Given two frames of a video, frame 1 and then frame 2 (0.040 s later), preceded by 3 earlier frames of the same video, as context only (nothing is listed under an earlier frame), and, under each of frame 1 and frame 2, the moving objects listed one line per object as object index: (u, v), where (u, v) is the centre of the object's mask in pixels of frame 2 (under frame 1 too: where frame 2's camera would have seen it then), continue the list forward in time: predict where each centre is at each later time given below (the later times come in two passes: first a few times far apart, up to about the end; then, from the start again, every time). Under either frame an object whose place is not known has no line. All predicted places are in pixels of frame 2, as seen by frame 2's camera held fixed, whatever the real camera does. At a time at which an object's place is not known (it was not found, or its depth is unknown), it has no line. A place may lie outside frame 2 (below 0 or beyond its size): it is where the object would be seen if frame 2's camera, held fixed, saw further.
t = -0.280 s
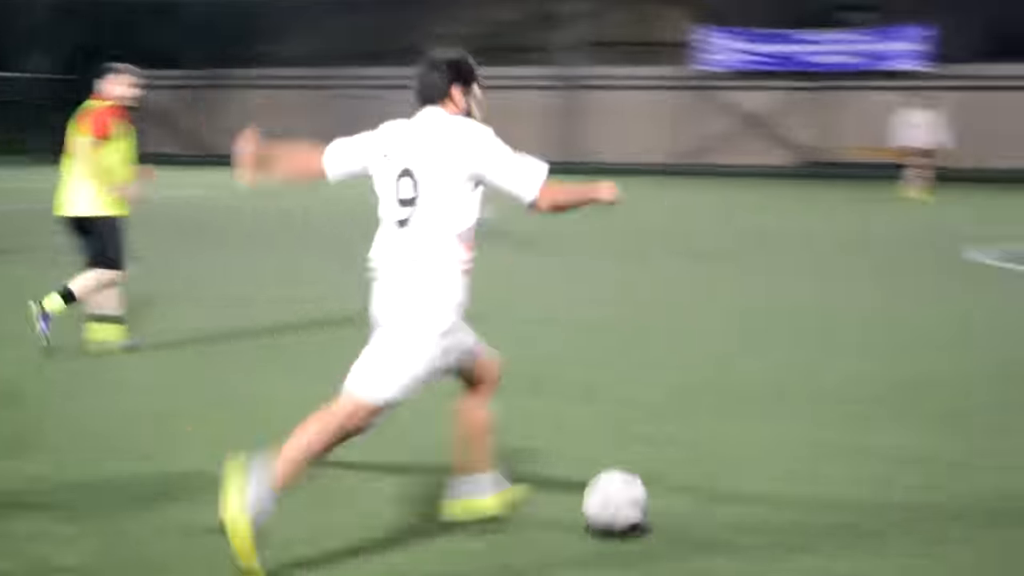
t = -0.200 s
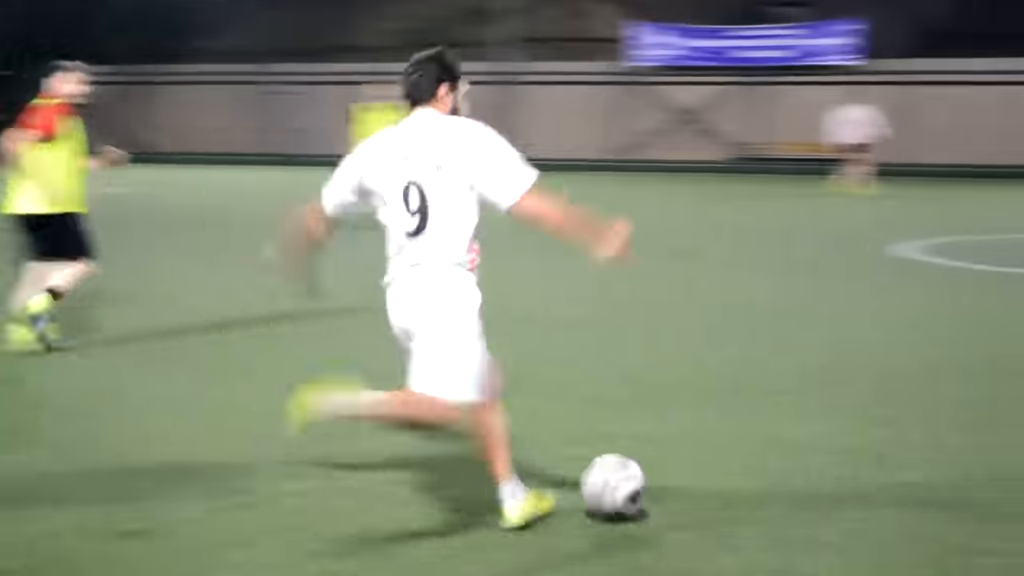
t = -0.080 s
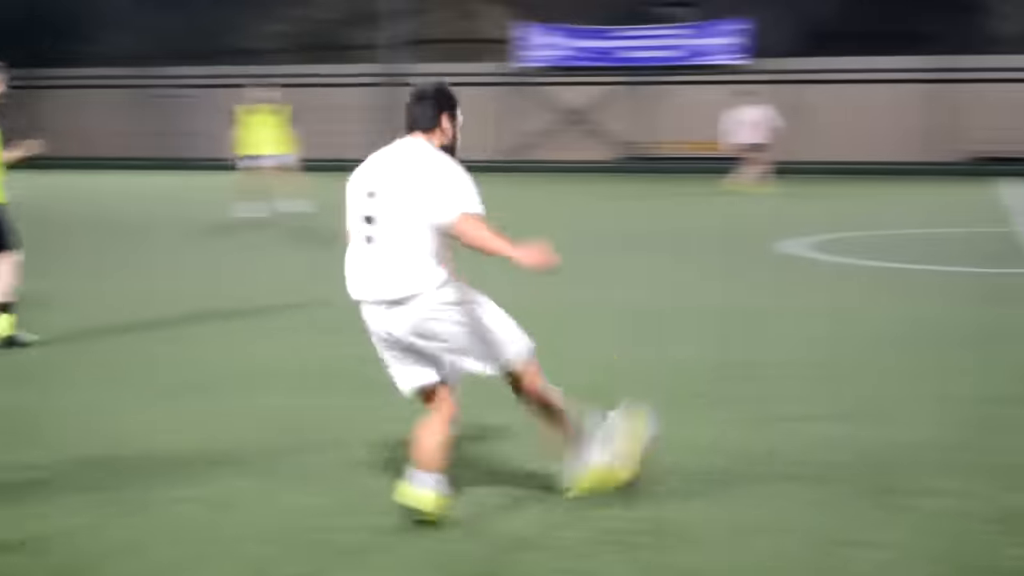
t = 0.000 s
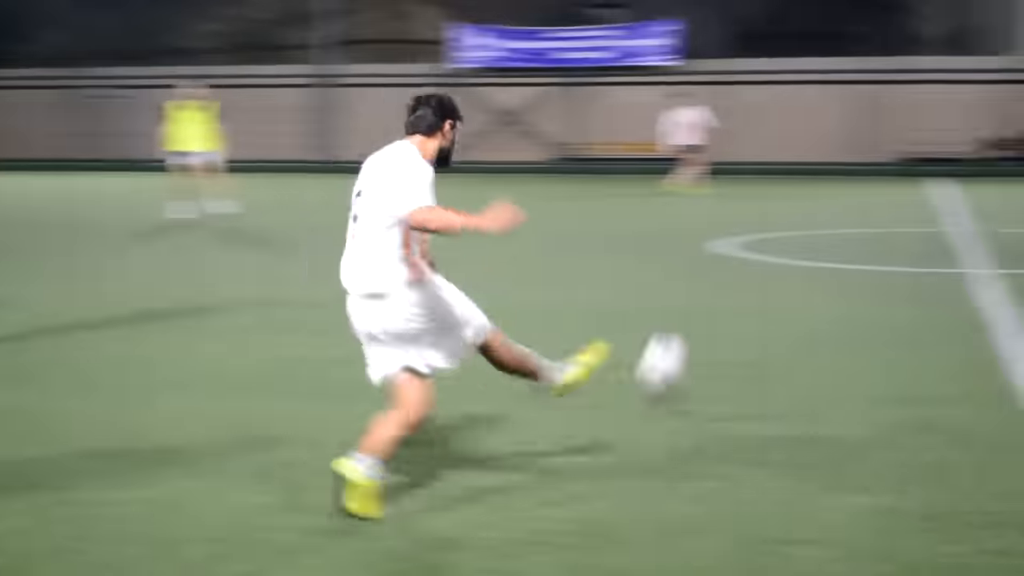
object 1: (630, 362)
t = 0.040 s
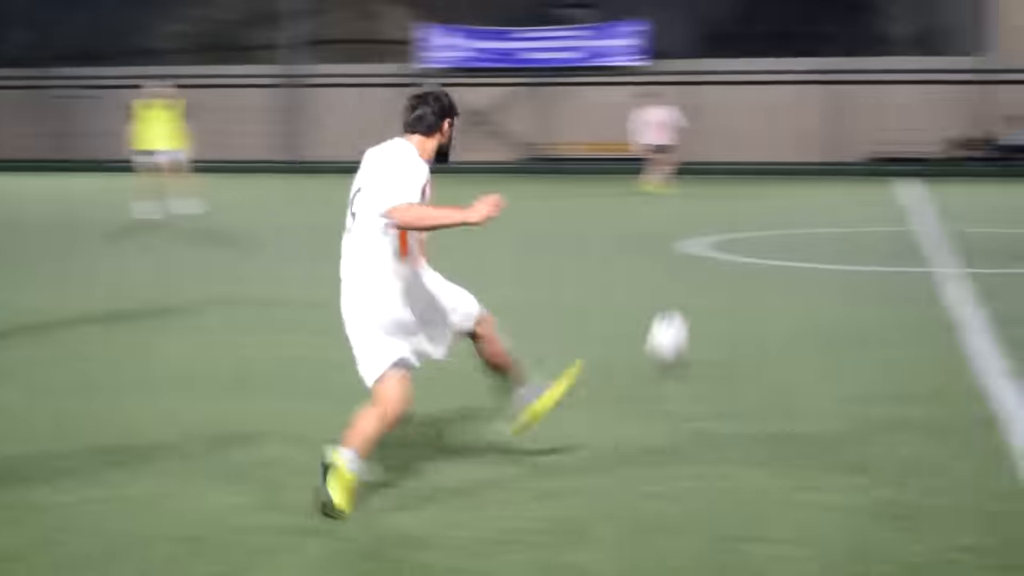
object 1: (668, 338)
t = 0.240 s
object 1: (760, 263)
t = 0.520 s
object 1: (793, 219)
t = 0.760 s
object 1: (800, 211)
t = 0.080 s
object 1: (697, 321)
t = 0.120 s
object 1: (720, 311)
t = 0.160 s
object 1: (735, 296)
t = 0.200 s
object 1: (749, 275)
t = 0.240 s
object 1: (760, 263)
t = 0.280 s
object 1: (767, 253)
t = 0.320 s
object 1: (773, 249)
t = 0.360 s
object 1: (779, 246)
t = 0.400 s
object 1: (784, 246)
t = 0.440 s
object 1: (787, 239)
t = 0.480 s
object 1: (790, 226)
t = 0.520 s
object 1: (793, 219)
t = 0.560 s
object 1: (794, 213)
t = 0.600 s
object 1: (796, 210)
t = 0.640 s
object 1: (798, 209)
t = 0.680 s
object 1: (799, 209)
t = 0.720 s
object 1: (800, 211)
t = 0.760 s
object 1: (800, 211)
